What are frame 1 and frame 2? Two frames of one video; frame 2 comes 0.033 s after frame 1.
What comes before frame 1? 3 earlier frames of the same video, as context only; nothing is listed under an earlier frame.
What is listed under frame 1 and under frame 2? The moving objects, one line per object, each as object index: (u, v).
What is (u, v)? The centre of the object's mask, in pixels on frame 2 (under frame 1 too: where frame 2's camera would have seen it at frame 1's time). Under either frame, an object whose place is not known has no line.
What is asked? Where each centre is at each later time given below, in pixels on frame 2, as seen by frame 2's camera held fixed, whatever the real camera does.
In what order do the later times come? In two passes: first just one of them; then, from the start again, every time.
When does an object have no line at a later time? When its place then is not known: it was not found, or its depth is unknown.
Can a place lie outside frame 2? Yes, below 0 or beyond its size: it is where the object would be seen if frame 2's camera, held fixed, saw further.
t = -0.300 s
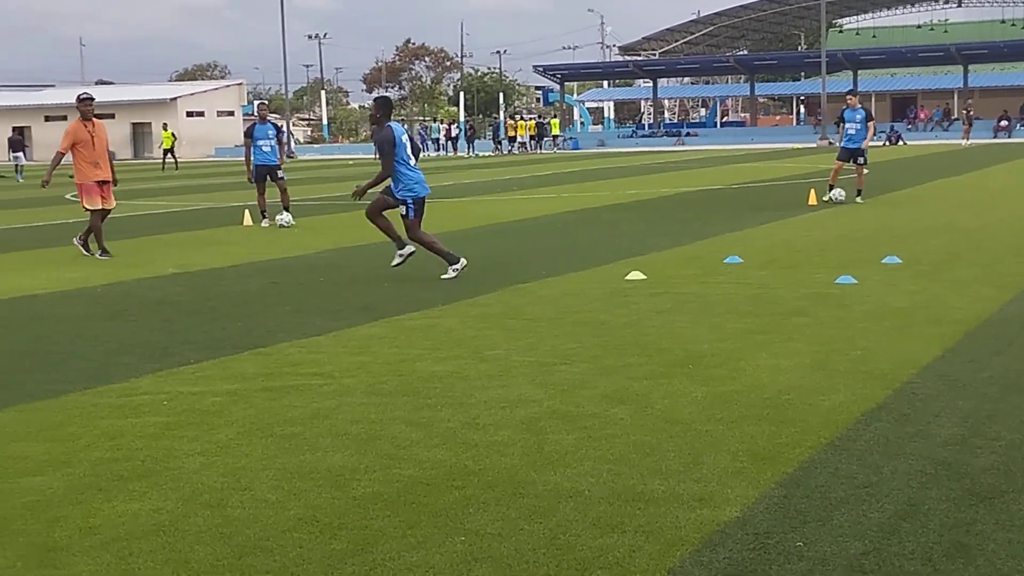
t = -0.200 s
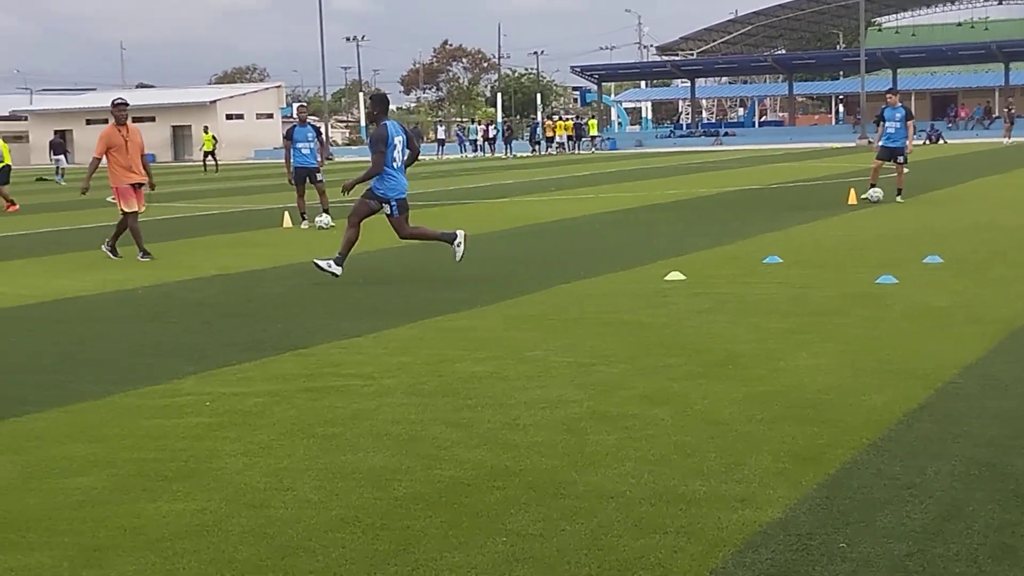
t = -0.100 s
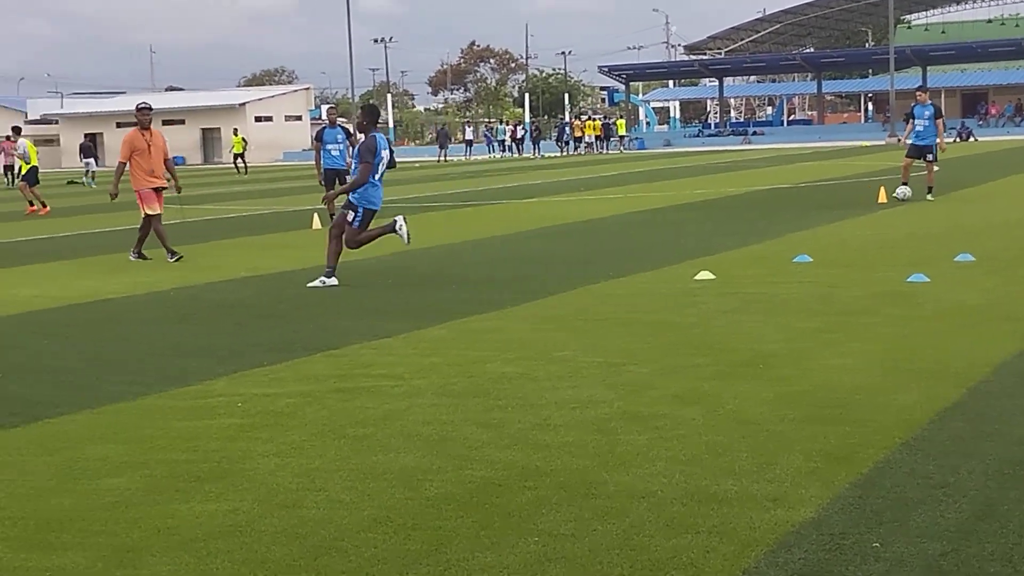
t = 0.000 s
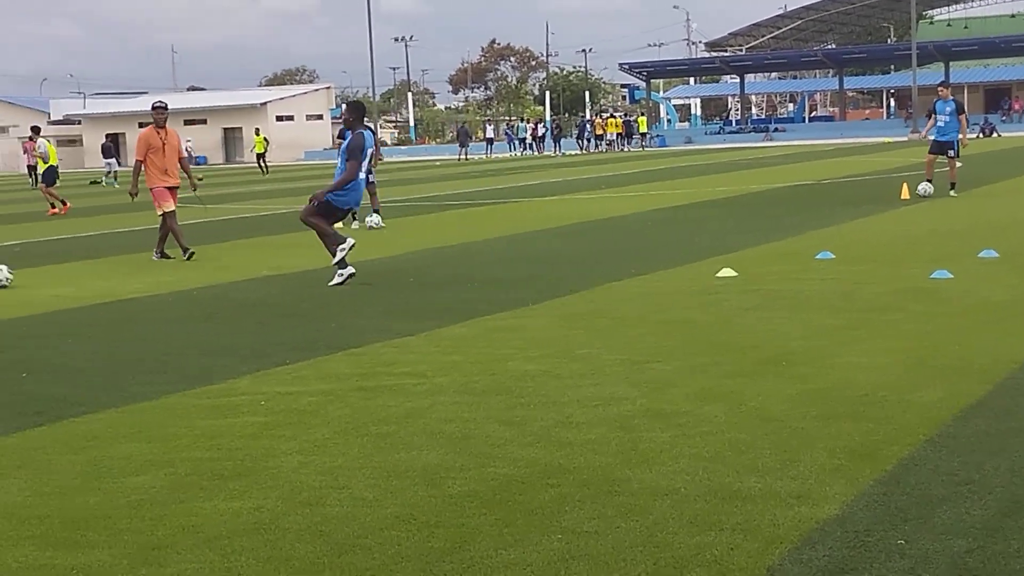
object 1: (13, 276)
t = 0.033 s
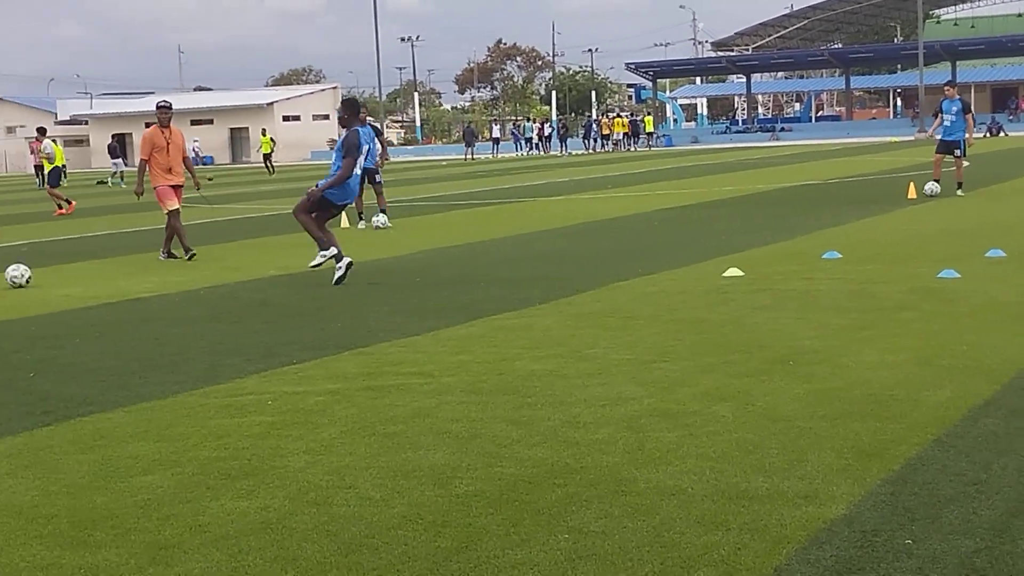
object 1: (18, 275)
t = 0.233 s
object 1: (81, 274)
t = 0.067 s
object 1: (29, 275)
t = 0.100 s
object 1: (40, 275)
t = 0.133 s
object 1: (50, 274)
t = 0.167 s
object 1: (60, 274)
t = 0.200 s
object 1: (70, 274)
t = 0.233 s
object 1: (81, 274)
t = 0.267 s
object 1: (91, 273)
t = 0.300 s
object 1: (101, 273)
